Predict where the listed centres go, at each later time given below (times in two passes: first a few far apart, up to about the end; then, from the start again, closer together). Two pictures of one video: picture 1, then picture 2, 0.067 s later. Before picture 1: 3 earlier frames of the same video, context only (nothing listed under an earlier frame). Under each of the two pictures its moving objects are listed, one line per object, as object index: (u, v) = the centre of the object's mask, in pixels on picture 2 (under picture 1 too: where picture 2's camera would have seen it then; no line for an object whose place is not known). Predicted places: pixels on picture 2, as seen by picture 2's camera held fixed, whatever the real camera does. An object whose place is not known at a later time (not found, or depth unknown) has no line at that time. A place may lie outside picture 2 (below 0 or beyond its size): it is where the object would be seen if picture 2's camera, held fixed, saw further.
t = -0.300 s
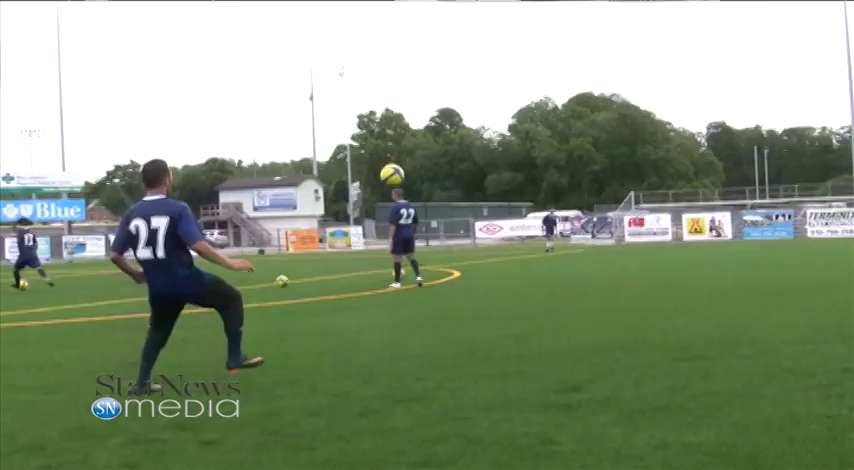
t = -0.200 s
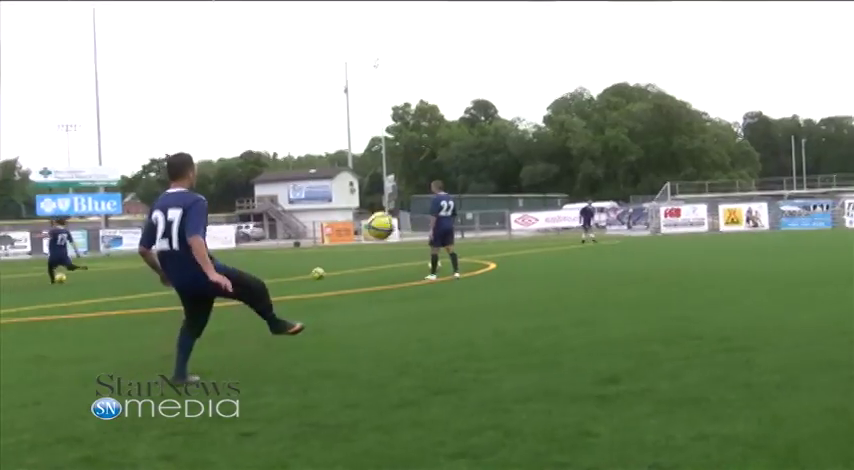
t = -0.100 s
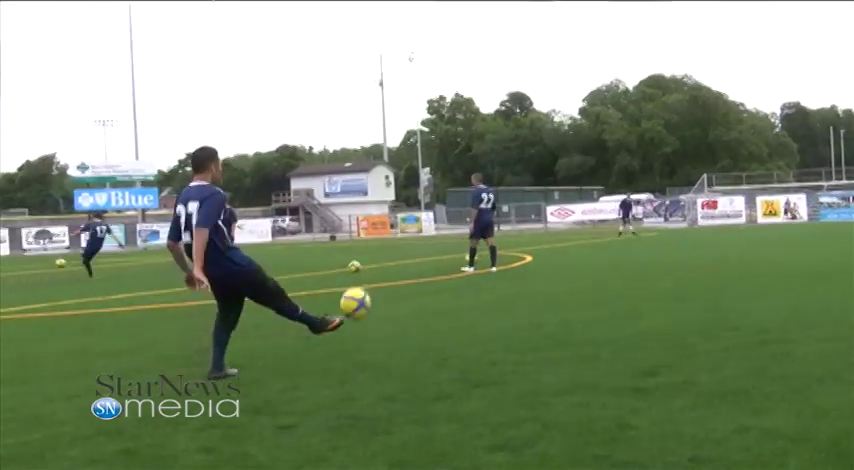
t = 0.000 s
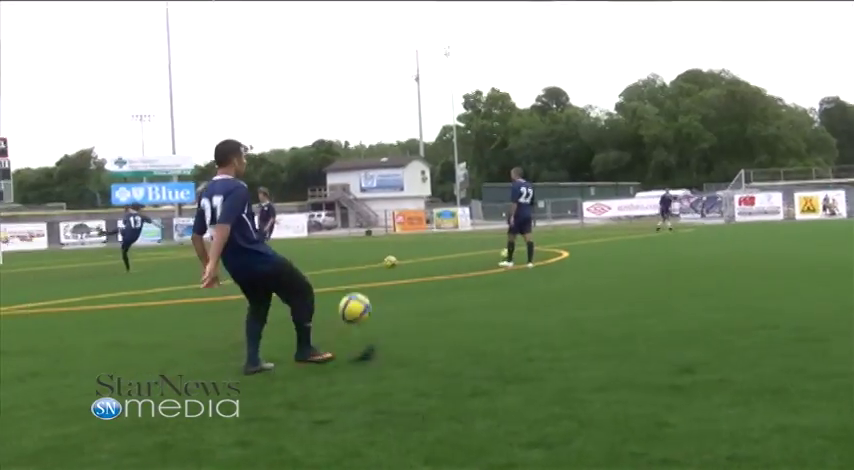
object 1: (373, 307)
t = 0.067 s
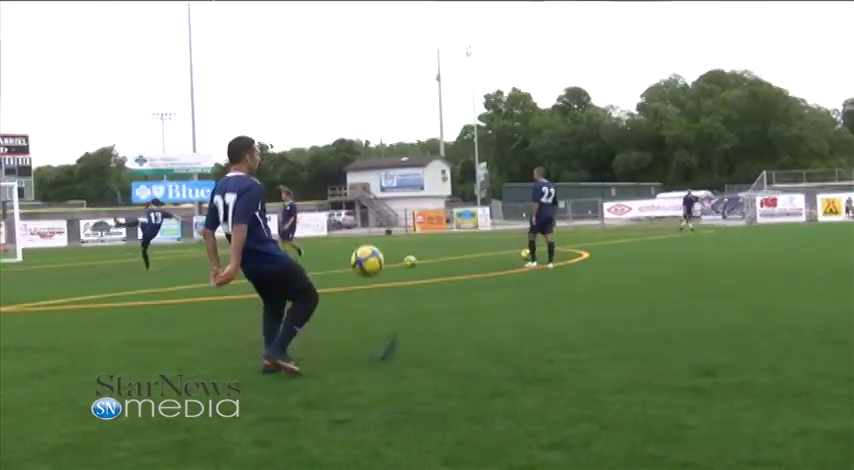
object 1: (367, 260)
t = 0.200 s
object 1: (348, 180)
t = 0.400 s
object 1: (333, 108)
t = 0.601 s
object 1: (327, 94)
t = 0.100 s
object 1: (363, 239)
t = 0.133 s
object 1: (359, 218)
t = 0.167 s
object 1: (354, 199)
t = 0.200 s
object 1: (348, 180)
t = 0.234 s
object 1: (344, 165)
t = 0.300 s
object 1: (336, 136)
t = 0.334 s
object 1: (335, 125)
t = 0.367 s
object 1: (334, 117)
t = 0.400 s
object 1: (333, 108)
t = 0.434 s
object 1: (332, 102)
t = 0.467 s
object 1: (331, 97)
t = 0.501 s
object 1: (330, 94)
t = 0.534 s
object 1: (329, 92)
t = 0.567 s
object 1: (328, 93)
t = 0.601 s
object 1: (327, 94)
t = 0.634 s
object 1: (327, 96)
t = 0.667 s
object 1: (325, 102)
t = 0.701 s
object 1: (324, 108)
